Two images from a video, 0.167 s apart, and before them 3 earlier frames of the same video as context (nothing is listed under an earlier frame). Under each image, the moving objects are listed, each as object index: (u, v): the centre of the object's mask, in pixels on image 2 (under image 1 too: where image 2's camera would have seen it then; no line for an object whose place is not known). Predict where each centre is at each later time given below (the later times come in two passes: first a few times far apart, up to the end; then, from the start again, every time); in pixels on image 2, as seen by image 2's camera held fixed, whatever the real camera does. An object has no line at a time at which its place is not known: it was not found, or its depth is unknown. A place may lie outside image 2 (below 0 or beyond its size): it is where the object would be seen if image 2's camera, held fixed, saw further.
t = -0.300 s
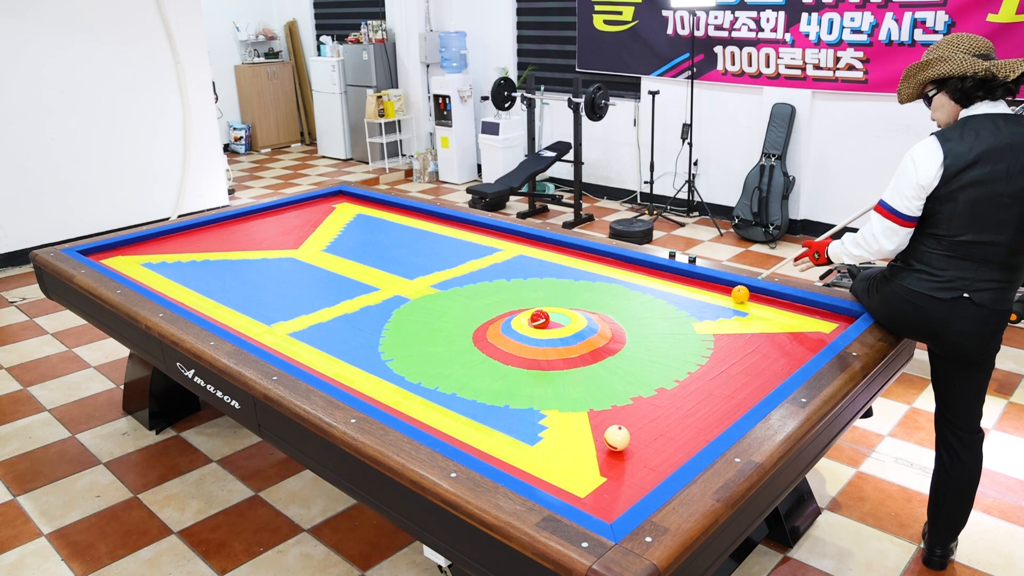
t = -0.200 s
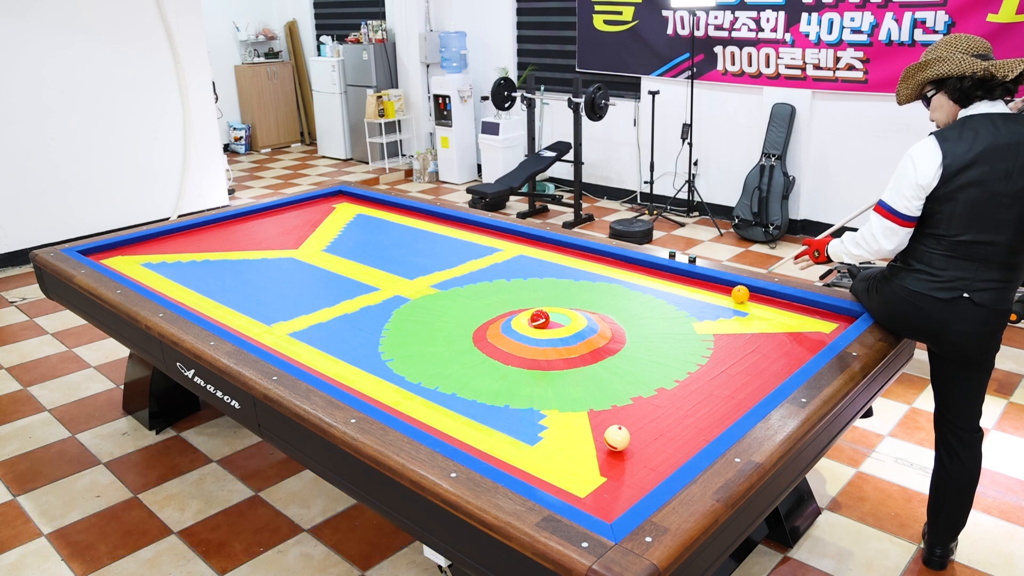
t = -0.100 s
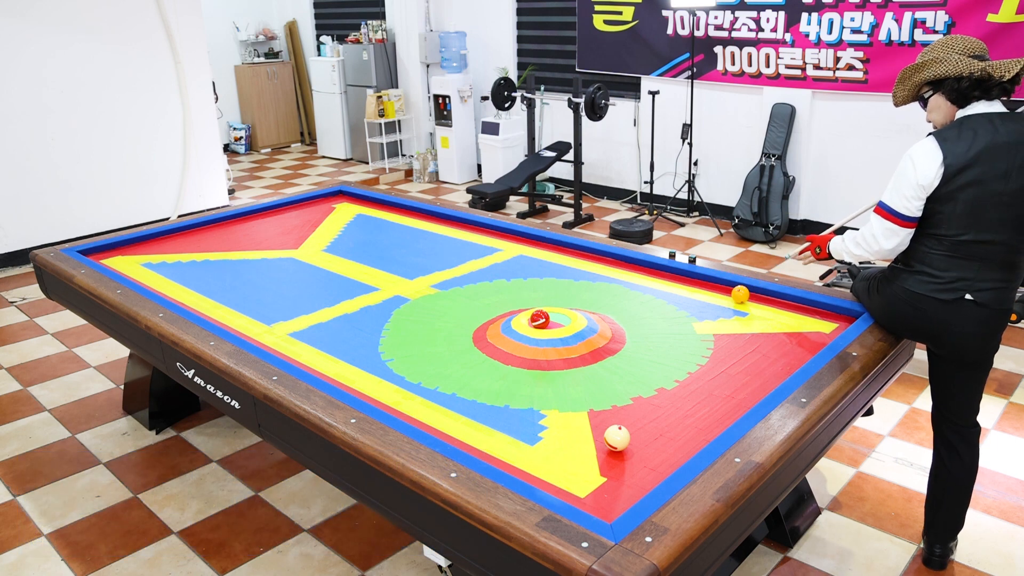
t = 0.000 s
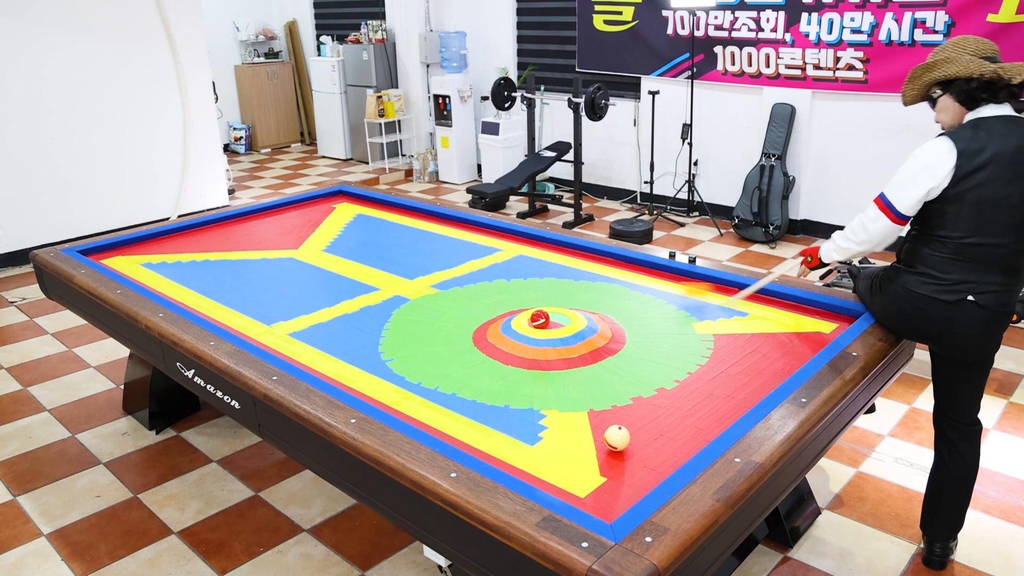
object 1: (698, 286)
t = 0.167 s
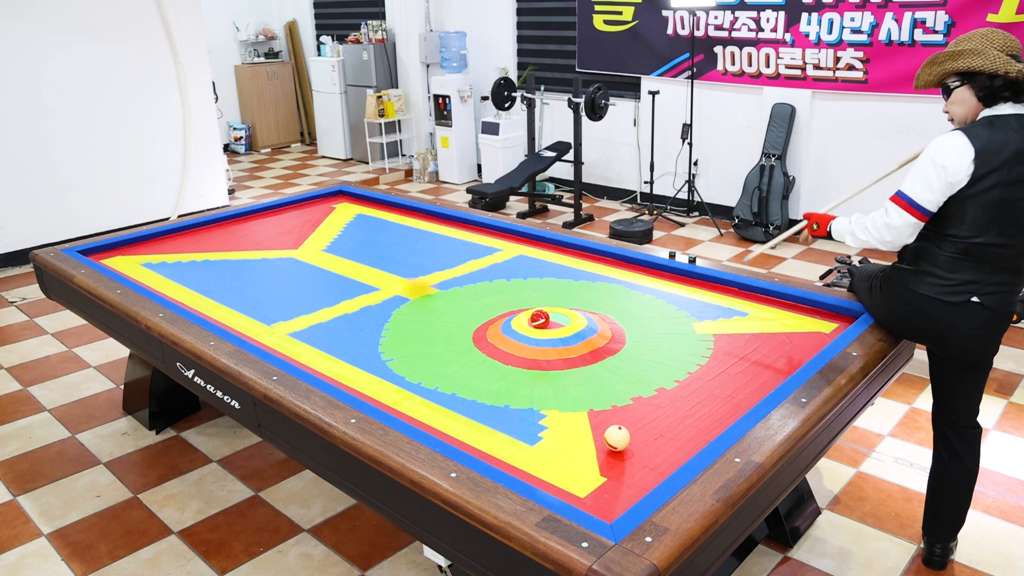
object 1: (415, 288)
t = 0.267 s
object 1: (275, 282)
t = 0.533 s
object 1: (160, 238)
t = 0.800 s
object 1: (324, 229)
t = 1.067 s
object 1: (468, 223)
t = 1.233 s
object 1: (479, 246)
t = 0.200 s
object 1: (369, 284)
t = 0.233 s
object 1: (321, 283)
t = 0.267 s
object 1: (275, 282)
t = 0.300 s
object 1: (231, 281)
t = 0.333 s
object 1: (189, 279)
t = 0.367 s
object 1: (150, 278)
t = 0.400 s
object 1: (135, 272)
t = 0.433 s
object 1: (142, 261)
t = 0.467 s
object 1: (149, 253)
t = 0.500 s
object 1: (154, 245)
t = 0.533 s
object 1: (160, 238)
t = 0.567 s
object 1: (171, 232)
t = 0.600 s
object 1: (194, 232)
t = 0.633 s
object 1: (217, 231)
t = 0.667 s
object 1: (239, 231)
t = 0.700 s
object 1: (262, 230)
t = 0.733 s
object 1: (283, 229)
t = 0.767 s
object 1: (305, 228)
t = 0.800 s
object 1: (324, 229)
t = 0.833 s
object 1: (345, 227)
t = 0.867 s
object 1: (364, 226)
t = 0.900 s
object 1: (382, 226)
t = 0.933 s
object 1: (400, 225)
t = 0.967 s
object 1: (419, 224)
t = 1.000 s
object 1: (437, 223)
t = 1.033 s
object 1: (454, 223)
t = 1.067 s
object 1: (468, 223)
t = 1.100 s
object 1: (470, 227)
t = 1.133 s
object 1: (471, 232)
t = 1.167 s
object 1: (473, 236)
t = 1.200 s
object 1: (476, 241)
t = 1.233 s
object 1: (479, 246)
